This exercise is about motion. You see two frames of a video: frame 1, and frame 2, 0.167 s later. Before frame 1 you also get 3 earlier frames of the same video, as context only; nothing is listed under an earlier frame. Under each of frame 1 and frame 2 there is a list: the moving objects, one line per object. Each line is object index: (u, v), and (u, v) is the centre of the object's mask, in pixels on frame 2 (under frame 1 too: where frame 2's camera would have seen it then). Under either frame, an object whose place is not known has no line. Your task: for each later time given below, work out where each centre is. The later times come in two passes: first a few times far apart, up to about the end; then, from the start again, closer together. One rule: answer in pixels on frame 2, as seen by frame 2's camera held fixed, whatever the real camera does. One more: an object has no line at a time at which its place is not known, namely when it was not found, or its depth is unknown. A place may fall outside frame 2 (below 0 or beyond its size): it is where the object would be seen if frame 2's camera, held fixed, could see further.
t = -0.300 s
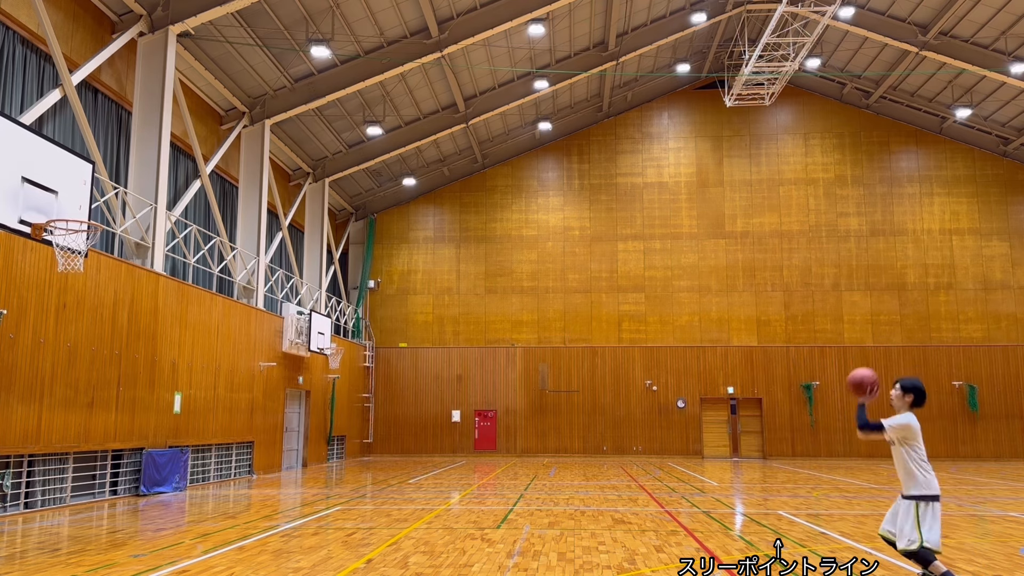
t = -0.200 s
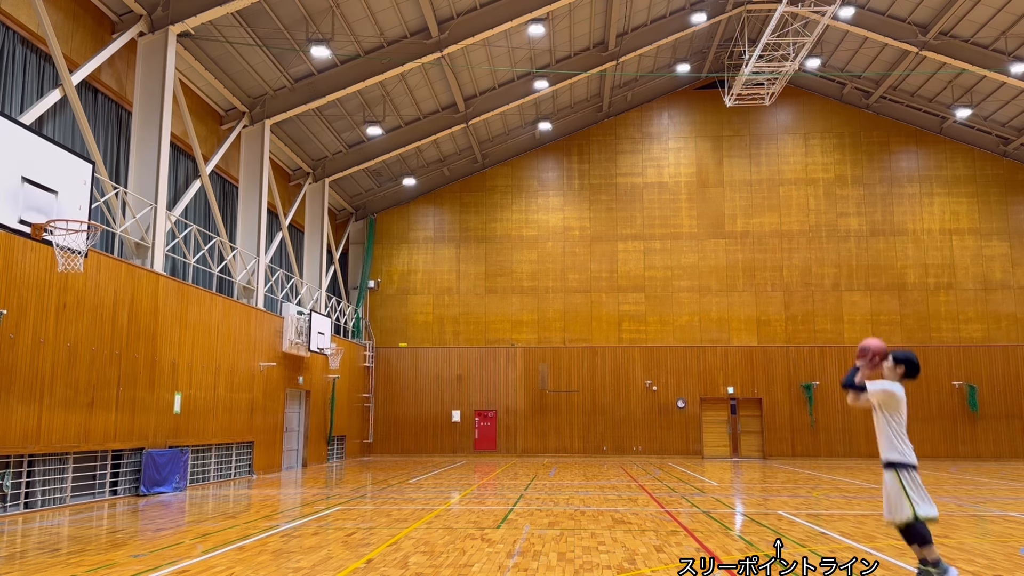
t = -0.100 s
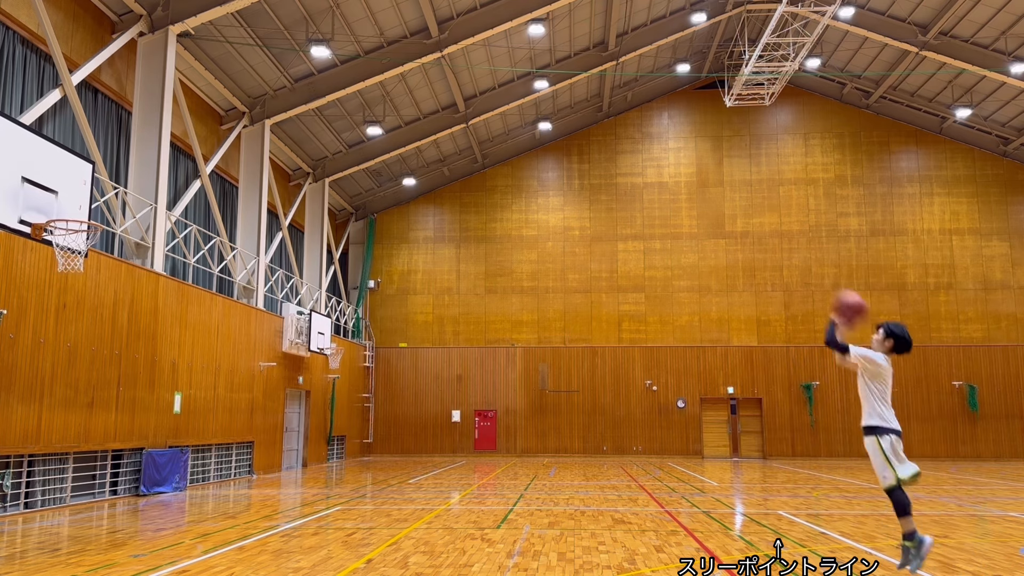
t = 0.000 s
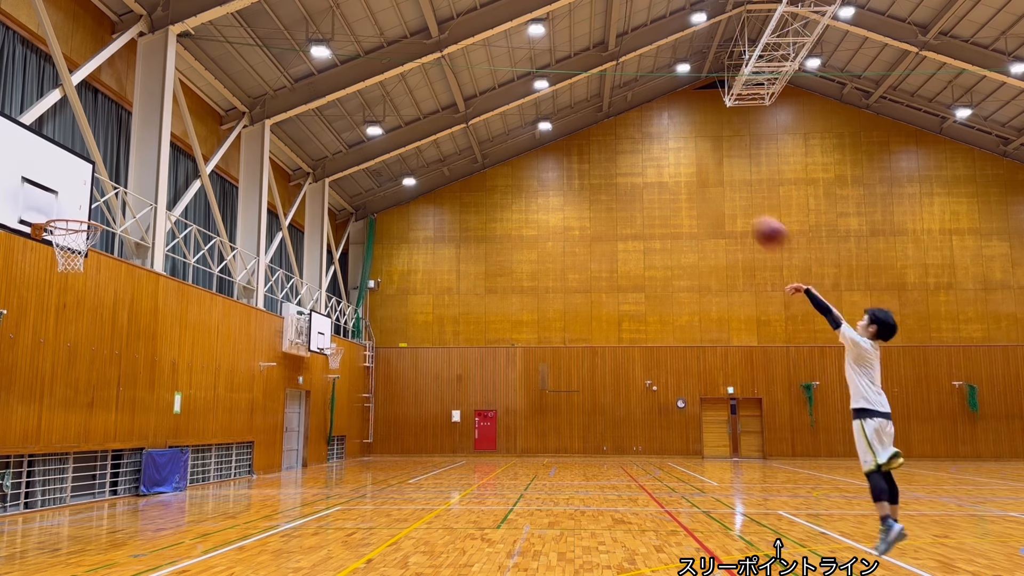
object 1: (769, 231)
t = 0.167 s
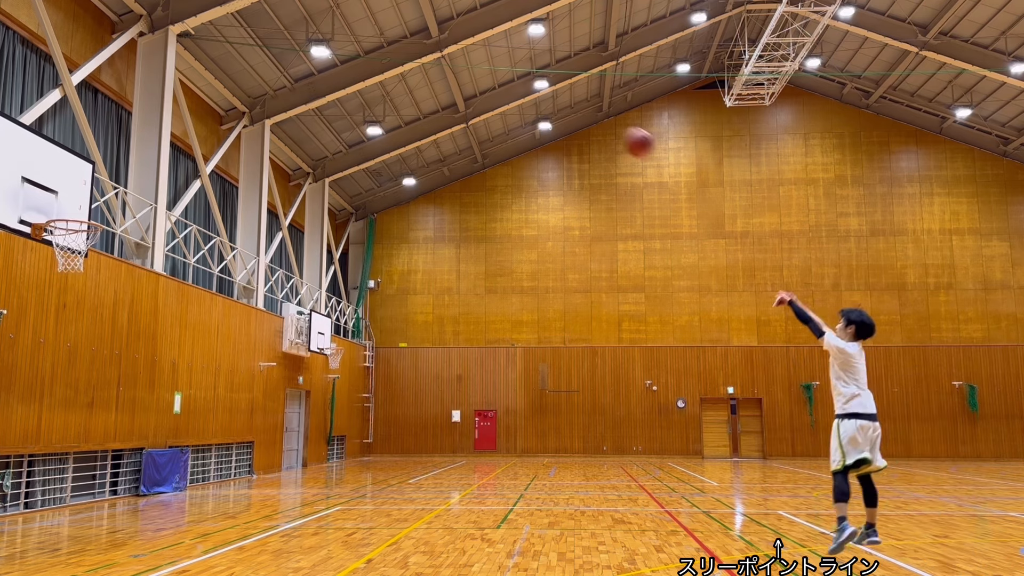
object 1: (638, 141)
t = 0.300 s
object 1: (548, 100)
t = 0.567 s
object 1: (380, 67)
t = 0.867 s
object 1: (210, 118)
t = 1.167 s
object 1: (52, 243)
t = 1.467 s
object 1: (80, 295)
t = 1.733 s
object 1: (102, 415)
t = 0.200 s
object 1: (615, 128)
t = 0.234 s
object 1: (592, 117)
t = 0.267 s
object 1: (568, 106)
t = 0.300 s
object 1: (548, 100)
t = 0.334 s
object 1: (524, 90)
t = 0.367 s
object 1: (503, 83)
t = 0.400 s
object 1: (482, 78)
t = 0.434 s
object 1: (461, 73)
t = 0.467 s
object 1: (441, 70)
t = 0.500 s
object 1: (420, 68)
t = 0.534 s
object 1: (400, 67)
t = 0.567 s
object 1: (380, 67)
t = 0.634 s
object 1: (341, 71)
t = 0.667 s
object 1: (322, 75)
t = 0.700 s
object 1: (303, 80)
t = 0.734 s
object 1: (284, 86)
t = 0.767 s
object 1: (265, 92)
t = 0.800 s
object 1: (247, 100)
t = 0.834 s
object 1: (229, 109)
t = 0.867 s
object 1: (210, 118)
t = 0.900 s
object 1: (192, 129)
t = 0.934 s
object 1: (174, 141)
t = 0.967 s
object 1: (154, 155)
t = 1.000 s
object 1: (137, 168)
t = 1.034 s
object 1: (118, 184)
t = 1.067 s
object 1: (101, 200)
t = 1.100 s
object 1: (83, 213)
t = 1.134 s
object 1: (65, 234)
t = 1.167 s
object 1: (52, 243)
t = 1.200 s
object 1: (52, 246)
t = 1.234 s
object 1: (56, 249)
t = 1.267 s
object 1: (59, 252)
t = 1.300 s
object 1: (63, 256)
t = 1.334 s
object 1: (66, 261)
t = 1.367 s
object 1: (70, 268)
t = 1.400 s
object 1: (73, 276)
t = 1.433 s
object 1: (77, 285)
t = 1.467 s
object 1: (80, 295)
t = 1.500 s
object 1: (83, 306)
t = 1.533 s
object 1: (86, 319)
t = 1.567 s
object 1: (89, 331)
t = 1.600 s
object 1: (92, 346)
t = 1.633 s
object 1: (95, 361)
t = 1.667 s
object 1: (97, 378)
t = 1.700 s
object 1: (100, 396)
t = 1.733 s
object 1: (102, 415)
